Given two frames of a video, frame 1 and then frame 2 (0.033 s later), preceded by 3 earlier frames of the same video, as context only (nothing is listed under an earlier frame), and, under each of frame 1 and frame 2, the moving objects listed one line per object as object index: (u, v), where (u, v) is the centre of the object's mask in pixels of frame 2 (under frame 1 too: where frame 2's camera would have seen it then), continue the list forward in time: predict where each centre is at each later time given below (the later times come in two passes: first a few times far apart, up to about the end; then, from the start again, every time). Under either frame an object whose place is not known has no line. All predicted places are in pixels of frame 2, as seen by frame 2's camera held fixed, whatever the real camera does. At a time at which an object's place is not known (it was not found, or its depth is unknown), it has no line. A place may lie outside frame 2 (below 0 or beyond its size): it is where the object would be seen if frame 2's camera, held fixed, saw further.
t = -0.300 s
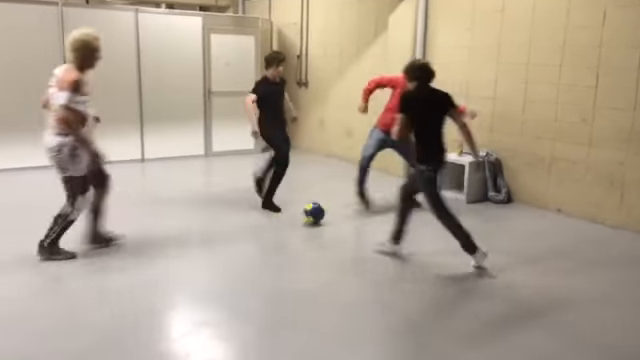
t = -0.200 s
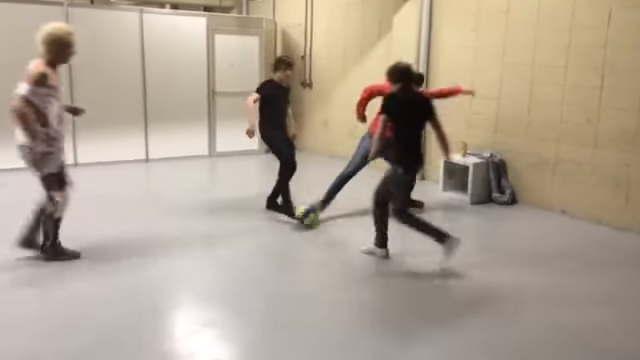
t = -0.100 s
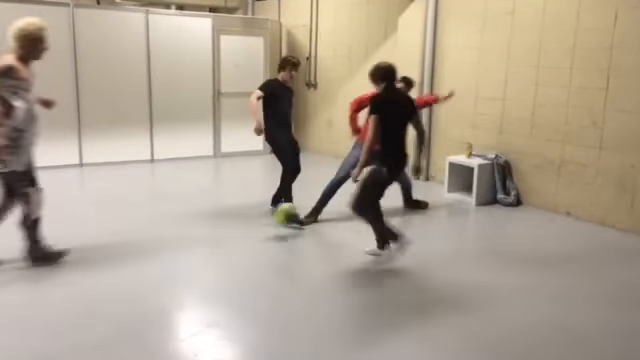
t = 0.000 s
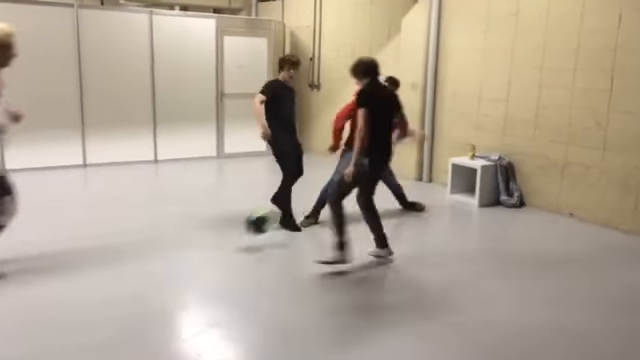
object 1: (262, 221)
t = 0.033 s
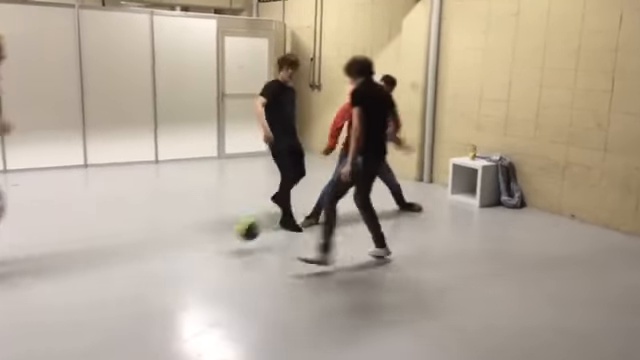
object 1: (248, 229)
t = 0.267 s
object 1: (157, 253)
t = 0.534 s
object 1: (14, 291)
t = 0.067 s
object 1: (237, 234)
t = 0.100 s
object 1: (225, 244)
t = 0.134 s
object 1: (213, 248)
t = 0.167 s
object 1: (198, 246)
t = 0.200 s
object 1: (185, 247)
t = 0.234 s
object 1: (171, 249)
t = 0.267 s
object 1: (157, 253)
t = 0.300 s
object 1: (139, 259)
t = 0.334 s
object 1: (124, 266)
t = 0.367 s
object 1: (107, 277)
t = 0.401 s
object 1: (90, 278)
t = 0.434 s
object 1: (72, 280)
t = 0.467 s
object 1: (52, 281)
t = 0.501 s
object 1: (32, 285)
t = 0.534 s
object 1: (14, 291)
